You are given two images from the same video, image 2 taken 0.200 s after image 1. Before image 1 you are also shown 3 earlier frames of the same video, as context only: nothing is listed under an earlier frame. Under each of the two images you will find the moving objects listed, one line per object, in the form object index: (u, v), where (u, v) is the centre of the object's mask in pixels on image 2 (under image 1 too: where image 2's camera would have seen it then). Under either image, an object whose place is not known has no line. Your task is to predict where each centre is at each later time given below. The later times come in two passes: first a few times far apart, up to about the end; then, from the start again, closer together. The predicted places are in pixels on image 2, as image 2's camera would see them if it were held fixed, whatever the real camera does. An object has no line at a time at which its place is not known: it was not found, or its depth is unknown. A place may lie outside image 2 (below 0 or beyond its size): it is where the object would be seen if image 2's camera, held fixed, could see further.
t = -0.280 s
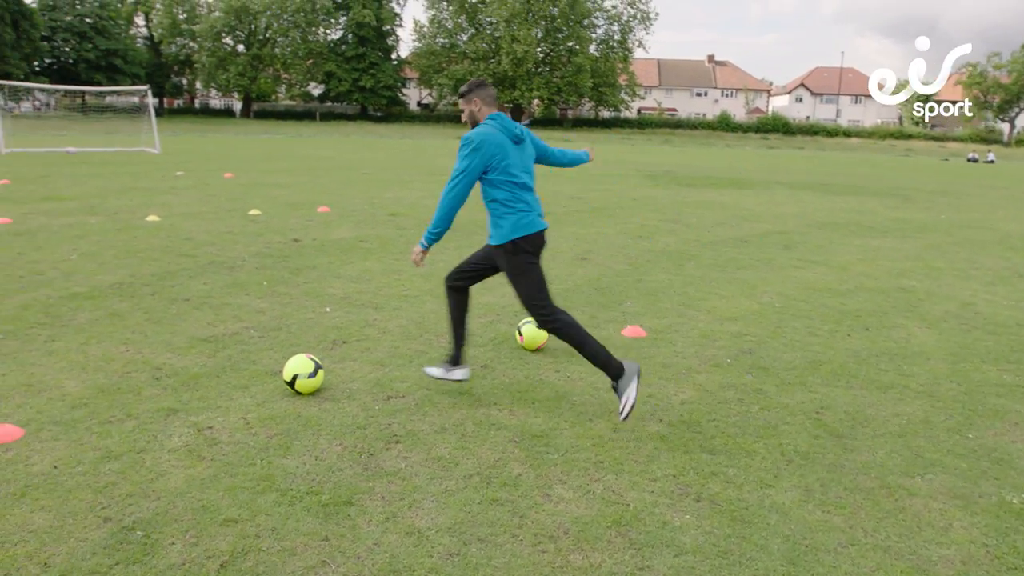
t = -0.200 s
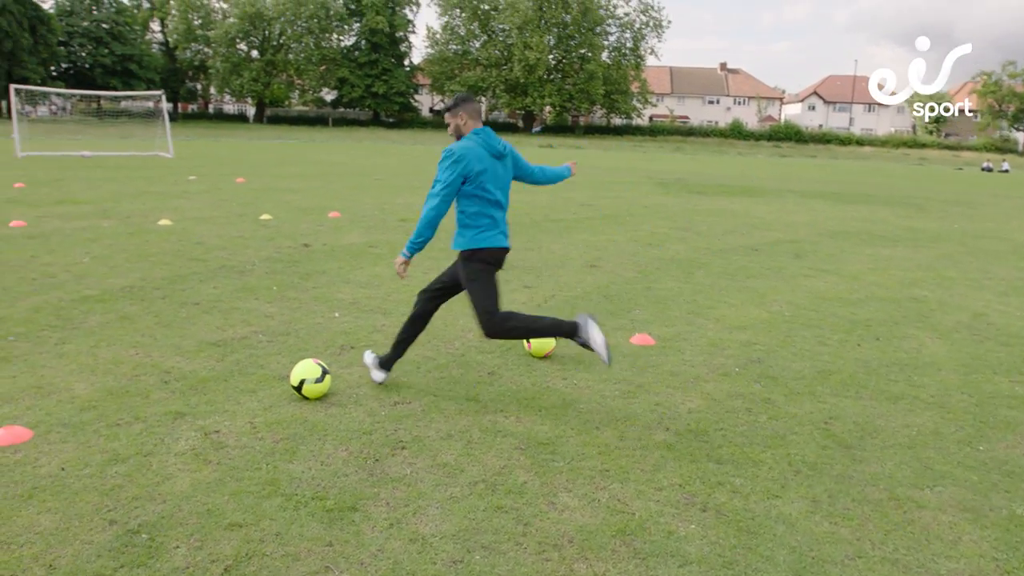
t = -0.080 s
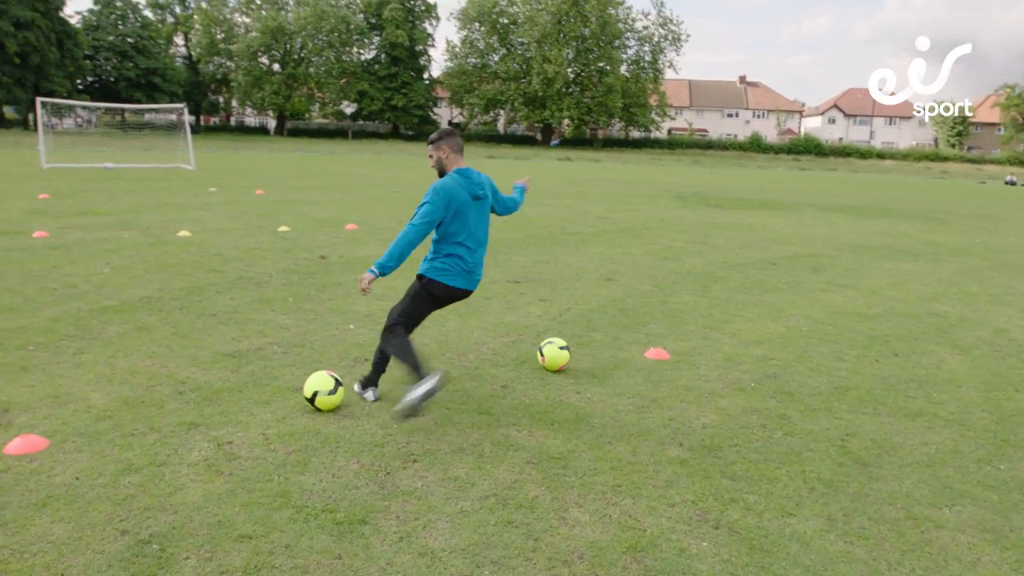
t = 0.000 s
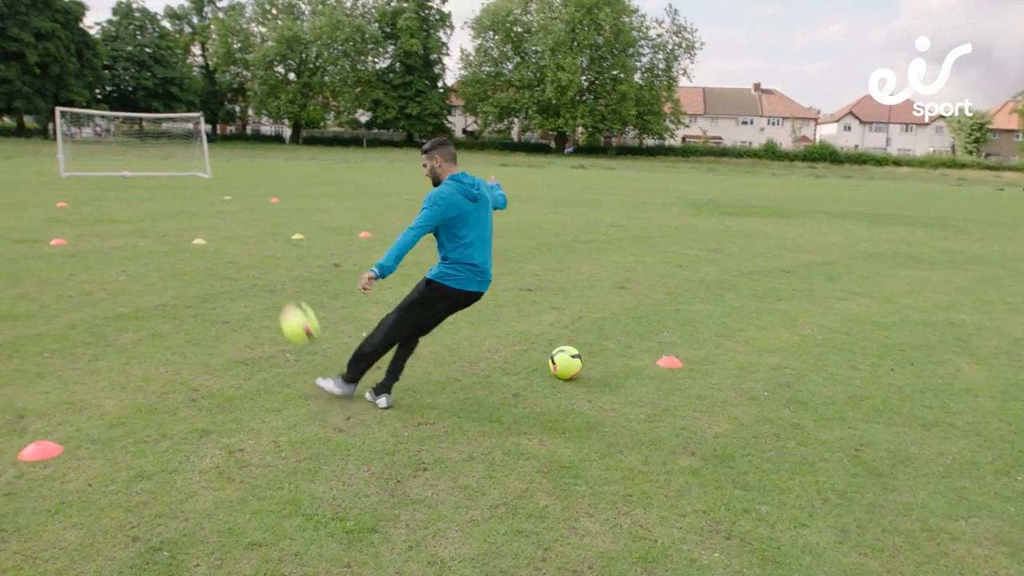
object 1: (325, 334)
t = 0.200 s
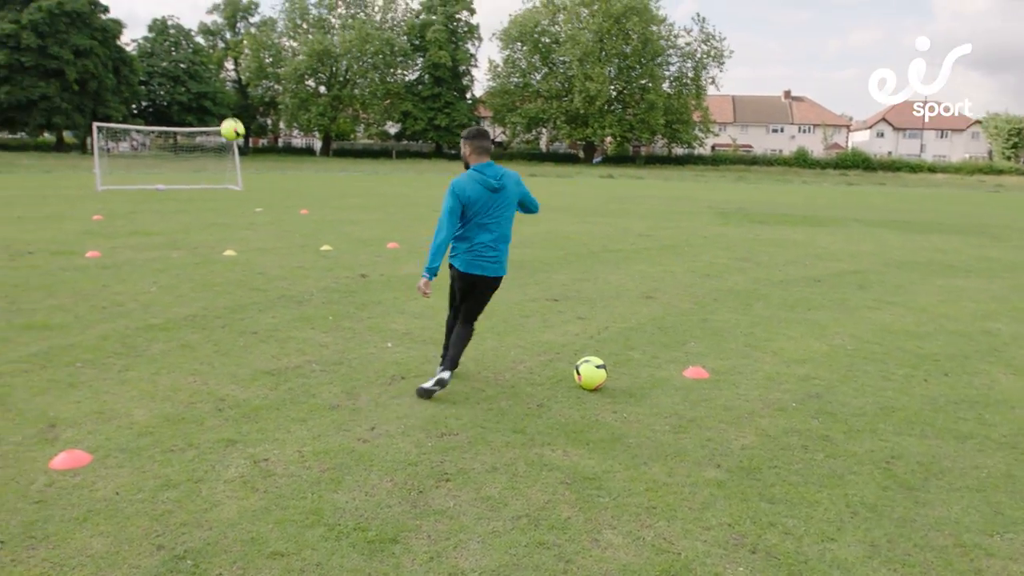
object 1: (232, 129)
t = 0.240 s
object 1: (222, 109)
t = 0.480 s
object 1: (182, 40)
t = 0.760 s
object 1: (159, 22)
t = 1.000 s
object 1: (147, 30)
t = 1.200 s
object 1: (141, 46)
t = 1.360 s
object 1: (137, 63)
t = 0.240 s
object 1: (222, 109)
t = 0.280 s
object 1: (213, 92)
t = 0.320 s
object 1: (205, 78)
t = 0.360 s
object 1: (198, 66)
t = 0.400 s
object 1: (192, 56)
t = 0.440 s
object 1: (186, 47)
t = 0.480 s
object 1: (182, 40)
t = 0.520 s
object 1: (177, 35)
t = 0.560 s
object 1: (173, 30)
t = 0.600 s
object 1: (170, 27)
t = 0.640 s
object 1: (167, 25)
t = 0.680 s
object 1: (163, 23)
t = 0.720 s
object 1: (160, 22)
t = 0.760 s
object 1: (159, 22)
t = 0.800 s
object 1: (157, 23)
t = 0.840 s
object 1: (154, 24)
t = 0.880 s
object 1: (153, 25)
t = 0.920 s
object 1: (151, 26)
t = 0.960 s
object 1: (150, 29)
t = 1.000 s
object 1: (147, 30)
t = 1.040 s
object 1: (147, 33)
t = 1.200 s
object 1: (141, 46)
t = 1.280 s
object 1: (139, 54)
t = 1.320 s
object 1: (138, 58)
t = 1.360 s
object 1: (137, 63)
